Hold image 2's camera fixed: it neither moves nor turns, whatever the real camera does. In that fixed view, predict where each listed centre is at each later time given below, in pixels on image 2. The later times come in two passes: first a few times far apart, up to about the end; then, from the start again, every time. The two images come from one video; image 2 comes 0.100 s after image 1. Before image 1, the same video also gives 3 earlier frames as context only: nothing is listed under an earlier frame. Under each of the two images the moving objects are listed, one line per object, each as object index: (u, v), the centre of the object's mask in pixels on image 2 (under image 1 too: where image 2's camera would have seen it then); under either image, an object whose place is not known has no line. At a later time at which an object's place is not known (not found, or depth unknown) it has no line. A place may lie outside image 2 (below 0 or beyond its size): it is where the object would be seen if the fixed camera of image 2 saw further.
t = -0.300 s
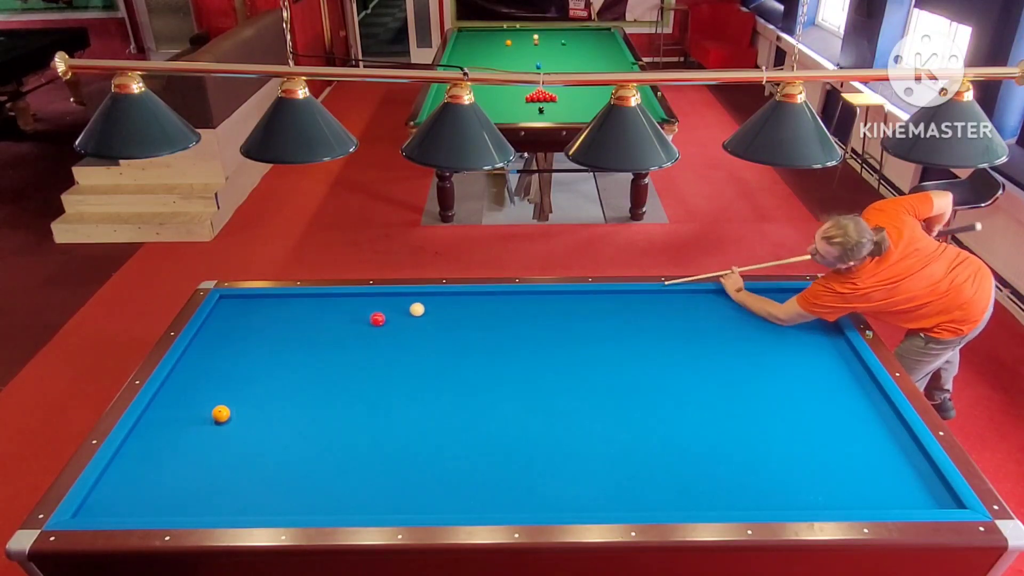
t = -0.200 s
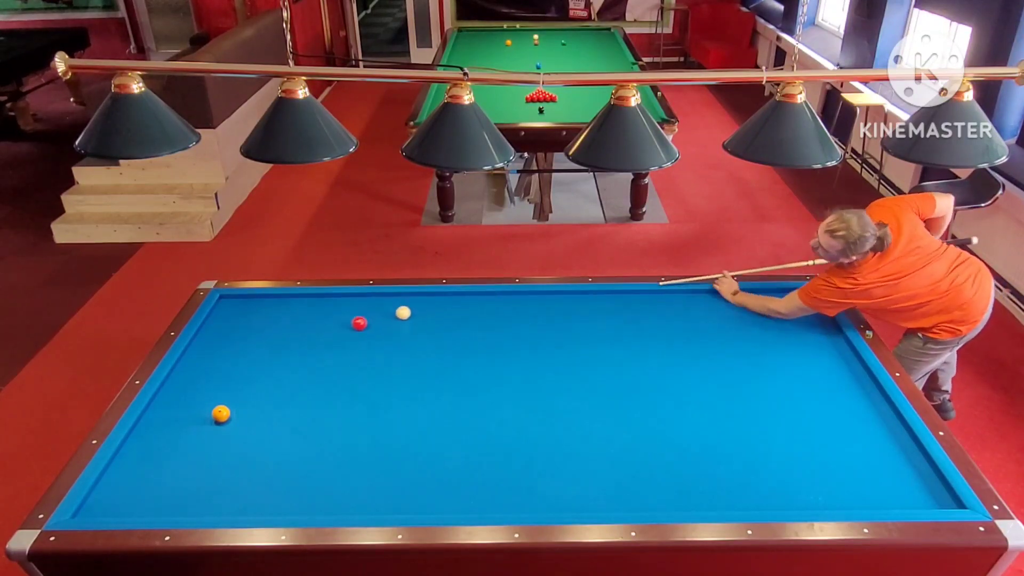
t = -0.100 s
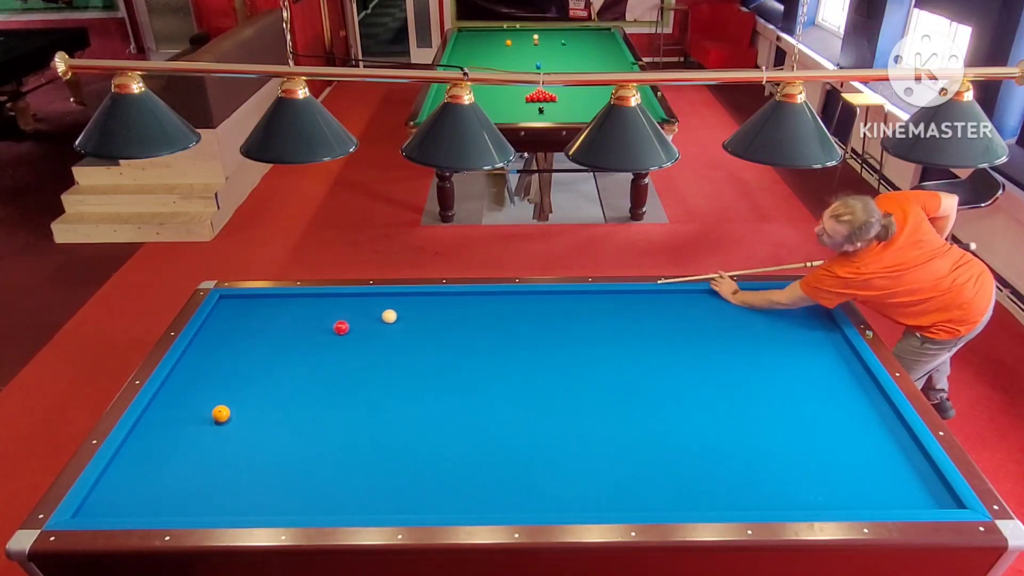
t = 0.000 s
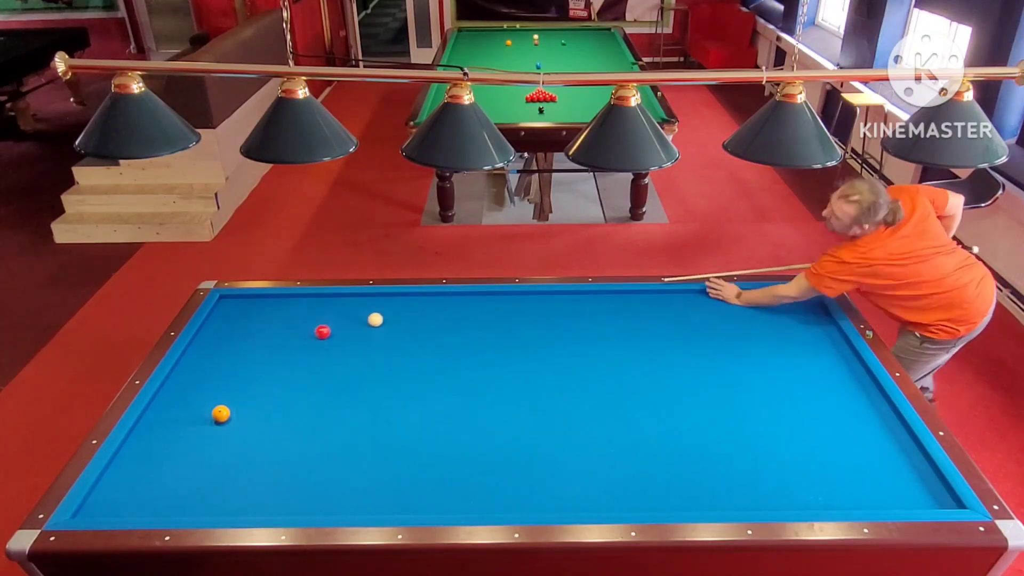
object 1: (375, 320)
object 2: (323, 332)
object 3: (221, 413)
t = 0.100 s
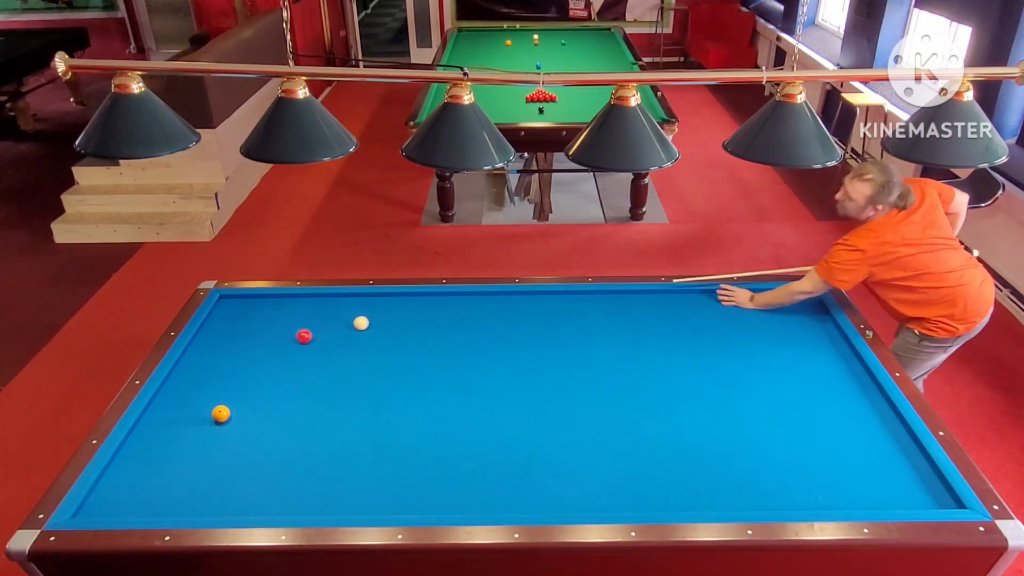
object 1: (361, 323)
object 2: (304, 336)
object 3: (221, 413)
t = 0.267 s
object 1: (337, 329)
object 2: (272, 344)
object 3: (221, 413)
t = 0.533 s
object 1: (299, 338)
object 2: (220, 356)
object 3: (221, 413)
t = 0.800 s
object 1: (260, 348)
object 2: (187, 367)
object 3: (221, 413)
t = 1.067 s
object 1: (220, 357)
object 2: (209, 373)
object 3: (221, 413)
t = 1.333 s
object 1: (179, 367)
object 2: (230, 379)
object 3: (221, 413)
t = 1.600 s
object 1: (193, 378)
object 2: (251, 385)
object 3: (221, 413)
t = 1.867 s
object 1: (207, 388)
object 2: (272, 391)
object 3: (221, 413)
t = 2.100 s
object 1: (219, 397)
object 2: (290, 396)
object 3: (221, 414)
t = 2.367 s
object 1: (235, 405)
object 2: (311, 401)
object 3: (220, 415)
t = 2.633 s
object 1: (253, 409)
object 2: (331, 407)
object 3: (217, 419)
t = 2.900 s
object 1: (271, 413)
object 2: (350, 412)
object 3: (214, 423)
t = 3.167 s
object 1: (289, 417)
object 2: (369, 417)
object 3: (212, 426)
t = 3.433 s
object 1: (306, 421)
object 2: (388, 422)
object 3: (211, 429)
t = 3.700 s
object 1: (322, 425)
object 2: (407, 427)
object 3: (209, 431)
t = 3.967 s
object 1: (337, 428)
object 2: (425, 433)
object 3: (208, 433)
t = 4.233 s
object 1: (352, 431)
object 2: (443, 438)
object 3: (207, 434)
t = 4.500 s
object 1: (367, 435)
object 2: (460, 442)
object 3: (206, 434)
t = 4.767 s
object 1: (380, 438)
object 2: (477, 447)
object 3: (206, 434)
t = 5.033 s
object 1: (393, 441)
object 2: (493, 451)
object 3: (206, 434)
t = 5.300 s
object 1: (406, 443)
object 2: (509, 456)
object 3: (206, 434)
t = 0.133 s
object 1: (356, 324)
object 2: (298, 338)
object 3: (221, 413)
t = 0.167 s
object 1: (352, 325)
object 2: (292, 339)
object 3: (221, 413)
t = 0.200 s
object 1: (347, 326)
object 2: (285, 341)
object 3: (221, 413)
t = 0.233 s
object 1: (342, 328)
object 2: (279, 342)
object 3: (221, 413)
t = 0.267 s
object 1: (337, 329)
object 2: (272, 344)
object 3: (221, 413)
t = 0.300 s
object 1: (333, 330)
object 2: (266, 345)
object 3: (221, 413)
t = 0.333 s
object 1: (328, 331)
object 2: (260, 347)
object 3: (221, 413)
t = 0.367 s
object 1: (323, 332)
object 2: (253, 348)
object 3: (221, 413)
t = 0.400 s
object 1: (318, 333)
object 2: (247, 350)
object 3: (221, 413)
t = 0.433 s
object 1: (313, 335)
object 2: (240, 351)
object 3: (221, 413)
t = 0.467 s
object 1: (309, 336)
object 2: (234, 353)
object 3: (221, 413)
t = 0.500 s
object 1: (304, 337)
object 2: (227, 355)
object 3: (221, 413)
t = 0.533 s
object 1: (299, 338)
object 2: (220, 356)
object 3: (221, 413)
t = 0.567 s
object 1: (294, 339)
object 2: (214, 358)
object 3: (221, 413)
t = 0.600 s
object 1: (289, 340)
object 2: (207, 359)
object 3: (221, 413)
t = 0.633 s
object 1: (284, 342)
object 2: (201, 360)
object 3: (221, 413)
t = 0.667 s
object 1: (279, 343)
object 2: (194, 362)
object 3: (221, 413)
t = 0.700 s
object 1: (274, 344)
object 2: (187, 364)
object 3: (221, 413)
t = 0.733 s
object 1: (269, 345)
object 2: (180, 365)
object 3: (221, 413)
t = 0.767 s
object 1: (265, 347)
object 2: (182, 366)
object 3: (221, 413)
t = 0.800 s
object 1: (260, 348)
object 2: (187, 367)
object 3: (221, 413)
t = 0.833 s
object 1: (255, 349)
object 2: (190, 368)
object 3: (221, 413)
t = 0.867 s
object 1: (250, 350)
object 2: (193, 368)
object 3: (221, 413)
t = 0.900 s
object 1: (245, 351)
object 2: (195, 369)
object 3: (221, 413)
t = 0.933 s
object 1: (240, 353)
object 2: (198, 370)
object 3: (221, 413)
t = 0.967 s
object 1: (235, 354)
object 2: (201, 370)
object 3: (221, 413)
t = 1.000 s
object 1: (230, 355)
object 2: (203, 371)
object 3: (221, 413)
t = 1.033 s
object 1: (225, 356)
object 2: (206, 372)
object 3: (221, 413)
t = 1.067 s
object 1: (220, 357)
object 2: (209, 373)
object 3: (221, 413)
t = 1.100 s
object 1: (215, 358)
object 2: (211, 374)
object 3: (221, 413)
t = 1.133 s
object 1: (209, 360)
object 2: (214, 375)
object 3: (221, 413)
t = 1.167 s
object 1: (204, 361)
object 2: (217, 375)
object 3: (221, 413)
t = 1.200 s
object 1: (199, 362)
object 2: (219, 376)
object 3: (221, 413)
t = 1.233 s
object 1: (194, 364)
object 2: (222, 377)
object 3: (221, 413)
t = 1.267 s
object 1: (189, 365)
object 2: (225, 377)
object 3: (221, 413)
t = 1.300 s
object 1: (184, 366)
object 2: (228, 378)
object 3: (221, 413)
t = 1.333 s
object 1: (179, 367)
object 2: (230, 379)
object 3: (221, 413)
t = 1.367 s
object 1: (179, 369)
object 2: (233, 380)
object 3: (221, 413)
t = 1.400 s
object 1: (182, 370)
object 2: (235, 380)
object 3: (221, 413)
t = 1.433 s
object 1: (184, 371)
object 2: (238, 381)
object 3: (221, 413)
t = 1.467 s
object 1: (185, 373)
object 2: (241, 382)
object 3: (221, 413)
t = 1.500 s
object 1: (187, 374)
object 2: (243, 383)
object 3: (221, 413)
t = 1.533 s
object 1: (189, 375)
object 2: (246, 383)
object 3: (221, 413)
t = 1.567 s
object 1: (191, 376)
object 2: (249, 384)
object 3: (221, 413)
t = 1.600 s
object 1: (193, 378)
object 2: (251, 385)
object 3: (221, 413)
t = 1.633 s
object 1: (194, 379)
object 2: (254, 386)
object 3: (221, 413)
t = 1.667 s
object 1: (196, 380)
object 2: (256, 386)
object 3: (221, 413)
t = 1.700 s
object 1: (198, 381)
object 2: (259, 387)
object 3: (221, 413)
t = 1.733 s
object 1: (200, 383)
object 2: (262, 388)
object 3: (221, 413)
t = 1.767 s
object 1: (202, 384)
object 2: (265, 388)
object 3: (221, 413)
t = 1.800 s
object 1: (203, 385)
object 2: (267, 389)
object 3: (221, 413)
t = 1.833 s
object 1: (205, 386)
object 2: (269, 390)
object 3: (221, 413)
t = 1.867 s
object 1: (207, 388)
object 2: (272, 391)
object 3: (221, 413)
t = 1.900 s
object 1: (209, 389)
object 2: (275, 391)
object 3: (221, 413)
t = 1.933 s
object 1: (210, 390)
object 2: (277, 392)
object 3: (221, 413)
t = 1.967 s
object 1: (212, 392)
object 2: (280, 393)
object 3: (221, 413)
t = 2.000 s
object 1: (214, 393)
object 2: (282, 393)
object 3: (221, 413)
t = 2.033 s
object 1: (216, 394)
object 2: (285, 394)
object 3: (221, 413)
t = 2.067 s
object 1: (218, 395)
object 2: (288, 395)
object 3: (221, 413)
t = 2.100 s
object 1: (219, 397)
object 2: (290, 396)
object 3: (221, 414)
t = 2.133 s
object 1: (221, 397)
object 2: (293, 396)
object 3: (221, 414)
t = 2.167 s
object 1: (223, 398)
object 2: (295, 397)
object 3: (221, 414)
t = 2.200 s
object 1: (225, 400)
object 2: (298, 398)
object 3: (221, 414)
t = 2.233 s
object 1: (227, 401)
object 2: (300, 398)
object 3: (221, 413)
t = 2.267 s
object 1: (229, 402)
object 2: (303, 399)
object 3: (221, 413)
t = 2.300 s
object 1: (231, 403)
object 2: (305, 400)
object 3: (221, 414)
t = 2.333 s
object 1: (233, 404)
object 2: (308, 401)
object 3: (220, 414)
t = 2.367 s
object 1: (235, 405)
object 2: (311, 401)
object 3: (220, 415)
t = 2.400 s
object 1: (237, 406)
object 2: (313, 402)
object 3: (219, 415)
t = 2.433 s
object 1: (240, 406)
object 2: (315, 403)
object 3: (219, 416)
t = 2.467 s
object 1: (242, 407)
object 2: (318, 403)
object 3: (219, 417)
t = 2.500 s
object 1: (244, 407)
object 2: (321, 404)
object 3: (218, 417)
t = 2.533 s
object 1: (247, 408)
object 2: (323, 405)
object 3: (218, 418)
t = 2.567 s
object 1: (249, 408)
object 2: (326, 405)
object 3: (218, 418)
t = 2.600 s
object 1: (251, 409)
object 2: (328, 406)
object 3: (217, 419)
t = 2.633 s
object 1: (253, 409)
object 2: (331, 407)
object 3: (217, 419)
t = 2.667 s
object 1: (256, 410)
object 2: (333, 407)
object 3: (217, 420)
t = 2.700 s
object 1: (258, 410)
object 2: (335, 408)
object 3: (216, 420)
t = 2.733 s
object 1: (260, 411)
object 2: (338, 409)
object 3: (216, 421)
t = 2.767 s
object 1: (263, 411)
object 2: (340, 409)
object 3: (216, 421)
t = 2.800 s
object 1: (265, 412)
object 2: (343, 410)
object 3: (215, 421)
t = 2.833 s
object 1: (267, 412)
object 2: (345, 411)
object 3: (215, 422)
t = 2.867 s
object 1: (269, 413)
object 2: (348, 411)
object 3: (215, 422)
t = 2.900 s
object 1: (271, 413)
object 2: (350, 412)
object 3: (214, 423)
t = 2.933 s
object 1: (274, 414)
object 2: (353, 413)
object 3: (214, 423)
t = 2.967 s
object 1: (276, 414)
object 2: (355, 413)
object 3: (214, 424)
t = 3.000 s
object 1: (278, 415)
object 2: (357, 414)
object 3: (214, 424)
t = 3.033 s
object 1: (280, 415)
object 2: (360, 415)
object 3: (213, 425)
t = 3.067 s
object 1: (282, 416)
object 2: (362, 415)
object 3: (213, 425)
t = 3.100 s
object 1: (285, 416)
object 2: (365, 416)
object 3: (213, 425)
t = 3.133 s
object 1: (287, 417)
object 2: (367, 417)
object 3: (213, 426)
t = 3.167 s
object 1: (289, 417)
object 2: (369, 417)
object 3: (212, 426)
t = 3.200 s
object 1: (291, 418)
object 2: (372, 418)
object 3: (212, 427)
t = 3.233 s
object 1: (293, 418)
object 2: (374, 419)
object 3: (212, 427)
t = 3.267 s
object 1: (295, 419)
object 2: (377, 419)
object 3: (212, 427)
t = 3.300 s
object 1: (297, 419)
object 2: (379, 420)
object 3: (212, 428)
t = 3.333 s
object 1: (299, 420)
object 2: (381, 421)
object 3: (211, 428)
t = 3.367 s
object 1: (302, 420)
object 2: (384, 421)
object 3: (211, 428)
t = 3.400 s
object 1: (304, 421)
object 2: (386, 422)
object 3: (211, 429)
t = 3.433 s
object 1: (306, 421)
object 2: (388, 422)
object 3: (211, 429)
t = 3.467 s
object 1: (307, 421)
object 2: (391, 423)
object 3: (211, 429)
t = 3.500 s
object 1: (310, 422)
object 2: (393, 424)
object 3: (210, 430)
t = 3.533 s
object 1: (312, 422)
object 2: (395, 424)
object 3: (210, 430)
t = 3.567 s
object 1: (314, 423)
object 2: (398, 425)
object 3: (210, 430)
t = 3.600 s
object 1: (316, 423)
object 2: (400, 426)
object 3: (210, 430)
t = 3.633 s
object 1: (318, 424)
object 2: (402, 426)
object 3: (210, 431)
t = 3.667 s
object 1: (320, 424)
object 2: (405, 427)
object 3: (209, 431)
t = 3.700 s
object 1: (322, 425)
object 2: (407, 427)
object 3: (209, 431)
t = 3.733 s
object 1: (324, 425)
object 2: (409, 428)
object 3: (209, 431)
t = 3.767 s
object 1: (326, 426)
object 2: (412, 429)
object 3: (209, 432)
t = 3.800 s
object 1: (328, 426)
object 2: (414, 430)
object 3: (208, 432)
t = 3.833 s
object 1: (330, 426)
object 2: (416, 430)
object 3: (208, 432)
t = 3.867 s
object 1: (332, 427)
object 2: (418, 431)
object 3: (208, 432)
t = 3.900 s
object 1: (334, 427)
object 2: (421, 431)
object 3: (208, 432)
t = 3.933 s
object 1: (335, 428)
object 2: (423, 432)
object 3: (208, 433)
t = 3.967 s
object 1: (337, 428)
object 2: (425, 433)
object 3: (208, 433)
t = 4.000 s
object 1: (339, 429)
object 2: (427, 433)
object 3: (207, 433)
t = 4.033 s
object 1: (341, 429)
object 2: (430, 434)
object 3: (207, 433)
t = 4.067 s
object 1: (343, 429)
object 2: (432, 434)
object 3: (207, 433)
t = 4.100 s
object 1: (345, 430)
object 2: (434, 435)
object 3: (207, 433)
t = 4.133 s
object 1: (347, 430)
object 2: (436, 436)
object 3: (207, 433)
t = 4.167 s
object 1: (349, 431)
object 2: (439, 436)
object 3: (207, 433)
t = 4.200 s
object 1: (350, 431)
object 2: (441, 437)
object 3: (207, 434)
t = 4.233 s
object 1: (352, 431)
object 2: (443, 438)
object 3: (207, 434)
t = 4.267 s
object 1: (354, 432)
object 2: (445, 438)
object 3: (207, 434)
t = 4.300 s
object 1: (356, 432)
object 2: (447, 439)
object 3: (206, 434)
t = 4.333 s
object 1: (358, 432)
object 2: (450, 439)
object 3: (206, 434)
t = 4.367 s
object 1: (360, 433)
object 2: (452, 440)
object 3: (206, 434)
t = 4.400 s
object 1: (361, 433)
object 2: (454, 441)
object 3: (206, 434)
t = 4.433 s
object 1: (363, 434)
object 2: (456, 441)
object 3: (206, 434)
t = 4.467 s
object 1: (365, 434)
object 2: (458, 442)
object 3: (206, 434)
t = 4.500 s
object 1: (367, 435)
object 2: (460, 442)
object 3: (206, 434)
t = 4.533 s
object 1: (368, 435)
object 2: (462, 443)
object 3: (206, 434)
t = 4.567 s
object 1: (370, 435)
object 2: (465, 443)
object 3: (206, 434)
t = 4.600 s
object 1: (372, 436)
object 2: (467, 444)
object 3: (206, 434)
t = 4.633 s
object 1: (373, 436)
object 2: (469, 445)
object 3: (206, 434)
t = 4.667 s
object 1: (375, 437)
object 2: (471, 445)
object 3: (206, 434)
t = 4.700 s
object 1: (377, 437)
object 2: (473, 446)
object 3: (206, 434)
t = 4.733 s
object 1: (378, 437)
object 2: (475, 446)
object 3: (206, 434)
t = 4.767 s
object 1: (380, 438)
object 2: (477, 447)
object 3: (206, 434)
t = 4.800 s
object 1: (382, 438)
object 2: (479, 447)
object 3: (206, 434)
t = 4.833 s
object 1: (383, 438)
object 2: (481, 448)
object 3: (206, 434)
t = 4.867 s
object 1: (385, 439)
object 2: (483, 449)
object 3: (206, 434)
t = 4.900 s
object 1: (387, 439)
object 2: (485, 449)
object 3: (206, 434)
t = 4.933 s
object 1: (388, 440)
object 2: (487, 450)
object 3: (206, 434)
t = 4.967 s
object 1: (390, 440)
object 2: (489, 450)
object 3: (207, 434)
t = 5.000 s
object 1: (392, 440)
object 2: (491, 451)
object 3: (206, 434)
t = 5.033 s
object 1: (393, 441)
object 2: (493, 451)
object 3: (206, 434)
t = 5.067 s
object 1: (395, 441)
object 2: (495, 452)
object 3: (206, 434)
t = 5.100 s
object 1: (396, 441)
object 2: (497, 452)
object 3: (206, 434)
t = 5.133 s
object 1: (398, 442)
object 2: (499, 453)
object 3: (206, 434)
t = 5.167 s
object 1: (400, 442)
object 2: (501, 453)
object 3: (206, 434)
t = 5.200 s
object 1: (401, 442)
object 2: (503, 454)
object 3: (206, 434)
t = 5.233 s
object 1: (403, 443)
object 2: (505, 455)
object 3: (206, 434)
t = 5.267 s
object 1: (404, 443)
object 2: (507, 455)
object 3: (206, 434)
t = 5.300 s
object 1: (406, 443)
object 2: (509, 456)
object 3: (206, 434)
